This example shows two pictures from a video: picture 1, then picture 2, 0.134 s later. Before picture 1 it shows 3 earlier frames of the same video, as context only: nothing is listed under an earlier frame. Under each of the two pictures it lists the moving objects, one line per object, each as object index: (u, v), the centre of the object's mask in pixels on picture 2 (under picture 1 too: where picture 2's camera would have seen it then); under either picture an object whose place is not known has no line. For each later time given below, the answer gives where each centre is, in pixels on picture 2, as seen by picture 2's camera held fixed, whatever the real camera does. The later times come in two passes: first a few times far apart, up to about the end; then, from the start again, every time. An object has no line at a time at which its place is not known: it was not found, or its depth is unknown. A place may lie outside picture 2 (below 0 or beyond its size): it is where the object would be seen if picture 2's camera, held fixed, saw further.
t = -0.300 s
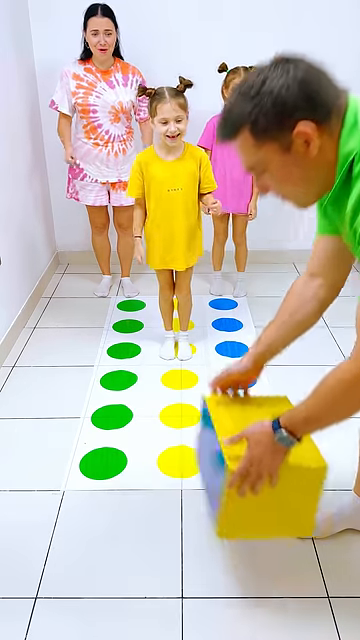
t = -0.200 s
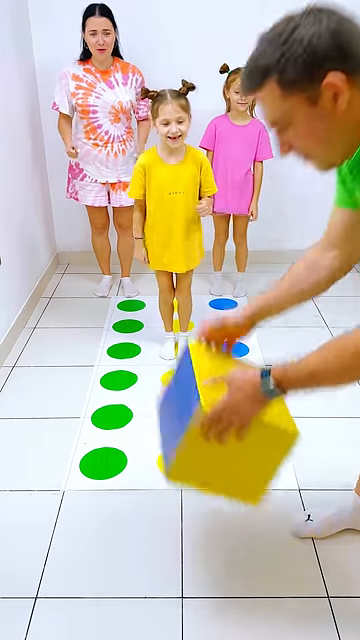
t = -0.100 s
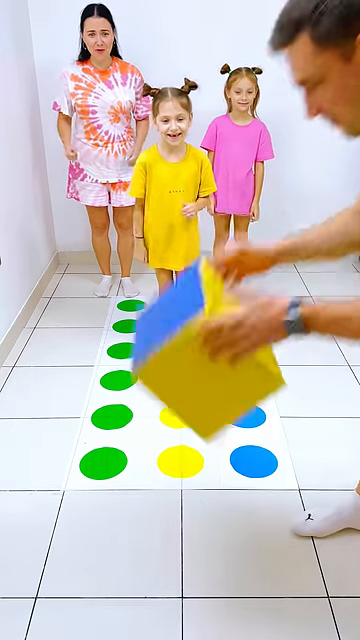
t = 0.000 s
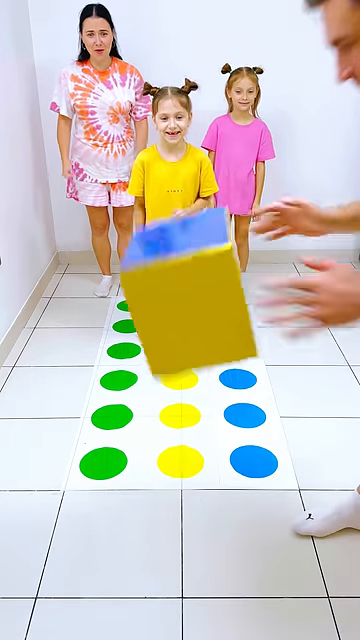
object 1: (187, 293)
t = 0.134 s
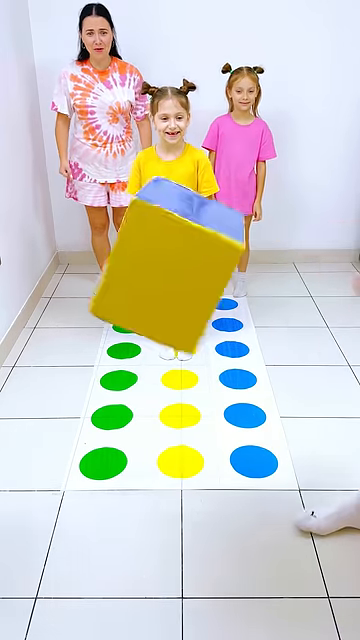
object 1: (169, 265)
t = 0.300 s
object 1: (142, 315)
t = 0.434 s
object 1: (128, 407)
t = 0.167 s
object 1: (164, 268)
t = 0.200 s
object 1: (160, 276)
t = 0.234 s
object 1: (155, 288)
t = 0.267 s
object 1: (148, 300)
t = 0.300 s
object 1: (142, 315)
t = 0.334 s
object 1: (137, 333)
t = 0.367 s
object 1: (133, 354)
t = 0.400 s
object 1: (130, 379)
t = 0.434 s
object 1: (128, 407)
